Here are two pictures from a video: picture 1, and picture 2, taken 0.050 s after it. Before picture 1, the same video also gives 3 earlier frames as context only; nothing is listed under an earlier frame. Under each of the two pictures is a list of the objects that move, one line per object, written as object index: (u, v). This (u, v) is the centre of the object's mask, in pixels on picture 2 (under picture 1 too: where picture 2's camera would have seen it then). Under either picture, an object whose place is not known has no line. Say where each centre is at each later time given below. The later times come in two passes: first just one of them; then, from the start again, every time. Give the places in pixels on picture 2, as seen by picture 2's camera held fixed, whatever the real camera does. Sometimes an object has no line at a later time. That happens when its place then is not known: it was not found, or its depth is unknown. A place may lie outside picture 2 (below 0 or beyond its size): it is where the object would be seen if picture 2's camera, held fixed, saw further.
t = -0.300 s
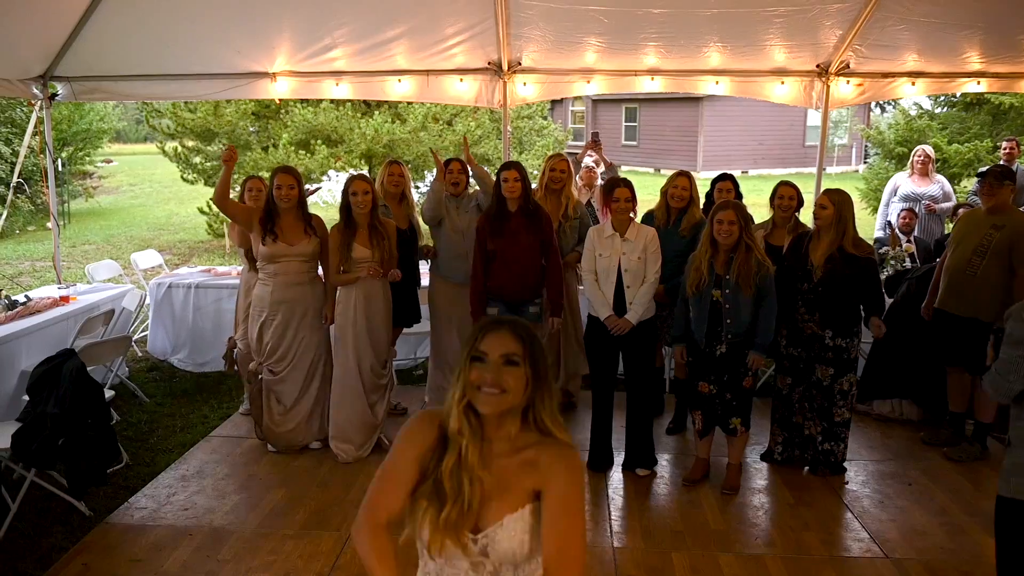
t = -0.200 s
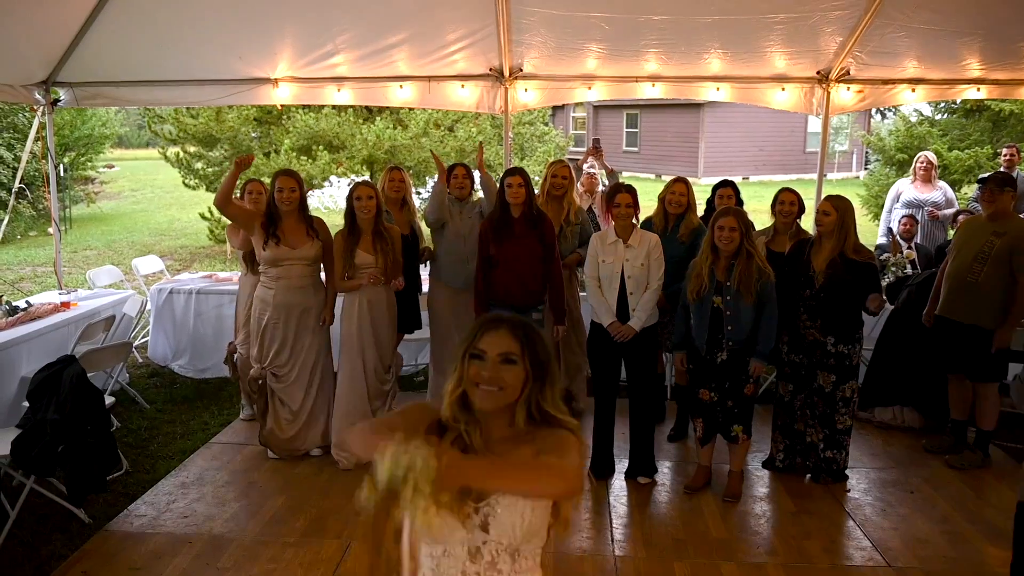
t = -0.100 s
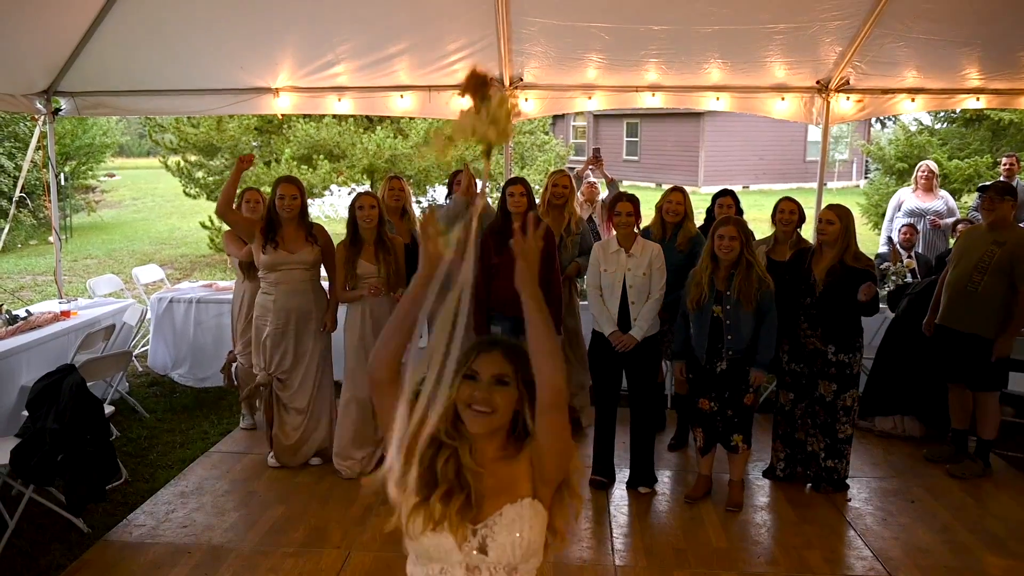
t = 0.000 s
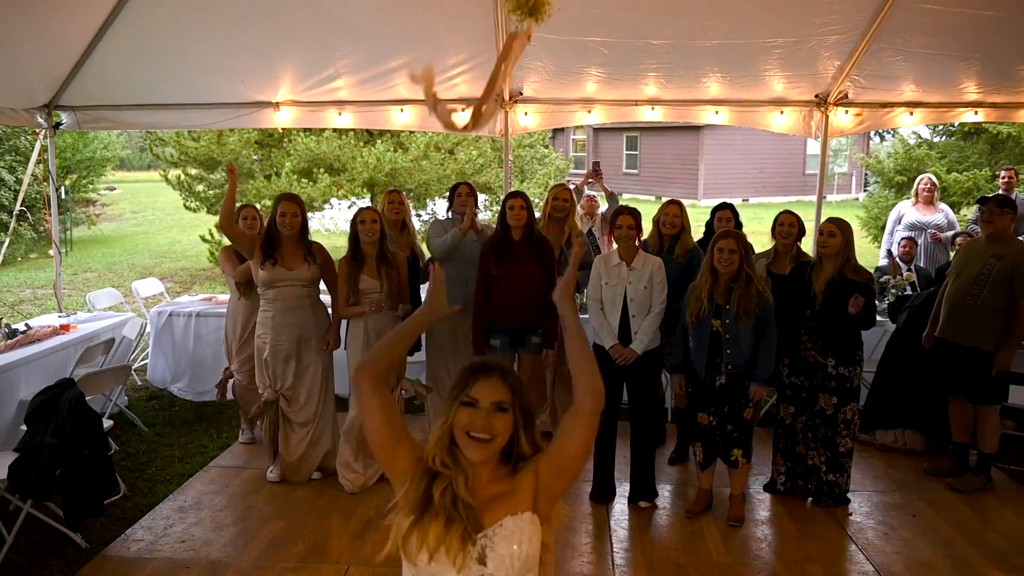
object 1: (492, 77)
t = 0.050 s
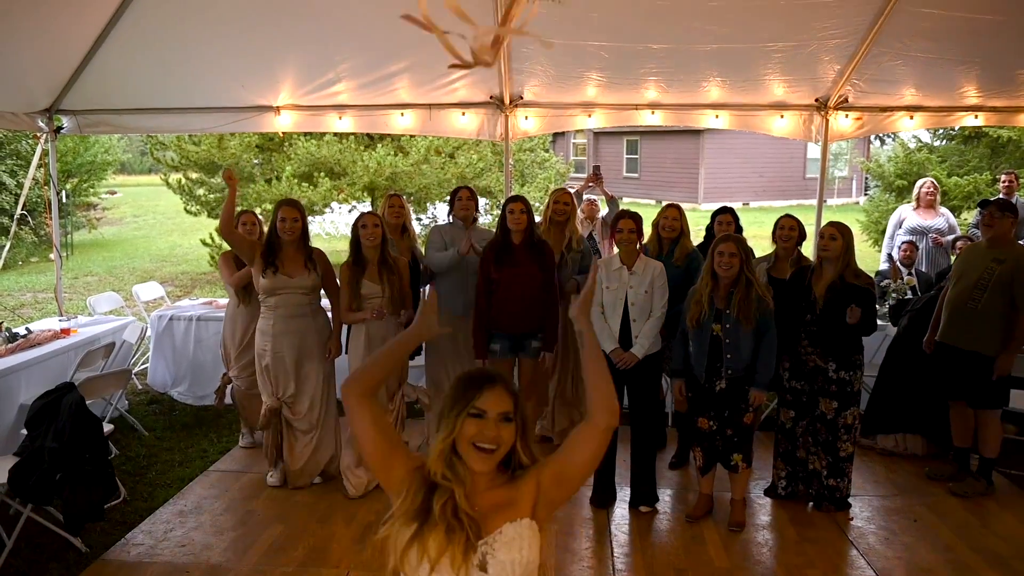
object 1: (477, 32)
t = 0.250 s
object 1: (568, -10)
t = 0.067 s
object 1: (484, 23)
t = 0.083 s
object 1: (474, 22)
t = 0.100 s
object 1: (471, 20)
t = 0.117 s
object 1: (470, 23)
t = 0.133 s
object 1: (474, 30)
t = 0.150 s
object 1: (485, 28)
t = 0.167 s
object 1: (485, 35)
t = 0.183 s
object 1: (506, 6)
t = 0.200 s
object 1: (516, 1)
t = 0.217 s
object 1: (550, -8)
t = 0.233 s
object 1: (562, -9)
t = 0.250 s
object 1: (568, -10)
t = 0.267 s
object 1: (573, -10)
